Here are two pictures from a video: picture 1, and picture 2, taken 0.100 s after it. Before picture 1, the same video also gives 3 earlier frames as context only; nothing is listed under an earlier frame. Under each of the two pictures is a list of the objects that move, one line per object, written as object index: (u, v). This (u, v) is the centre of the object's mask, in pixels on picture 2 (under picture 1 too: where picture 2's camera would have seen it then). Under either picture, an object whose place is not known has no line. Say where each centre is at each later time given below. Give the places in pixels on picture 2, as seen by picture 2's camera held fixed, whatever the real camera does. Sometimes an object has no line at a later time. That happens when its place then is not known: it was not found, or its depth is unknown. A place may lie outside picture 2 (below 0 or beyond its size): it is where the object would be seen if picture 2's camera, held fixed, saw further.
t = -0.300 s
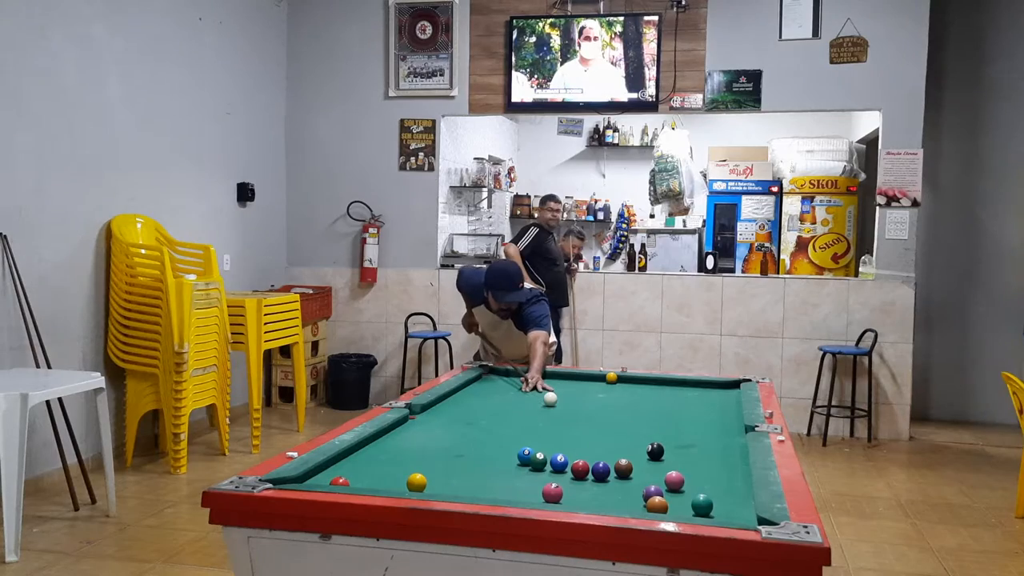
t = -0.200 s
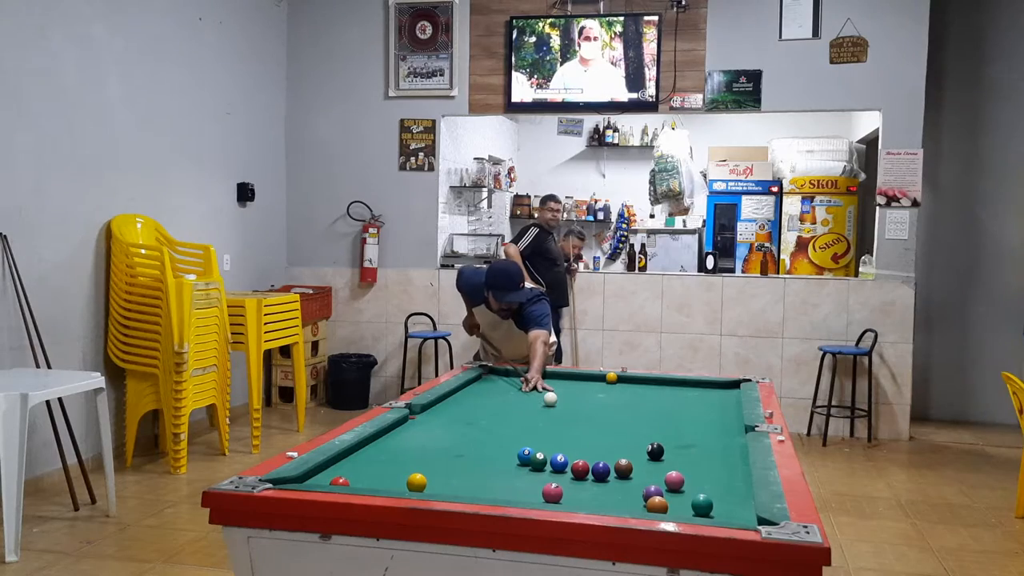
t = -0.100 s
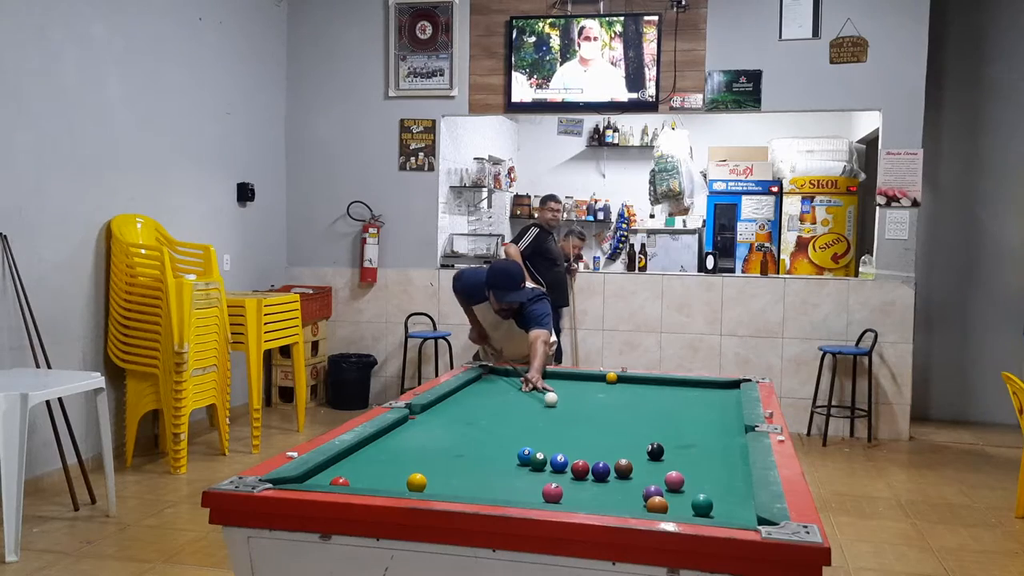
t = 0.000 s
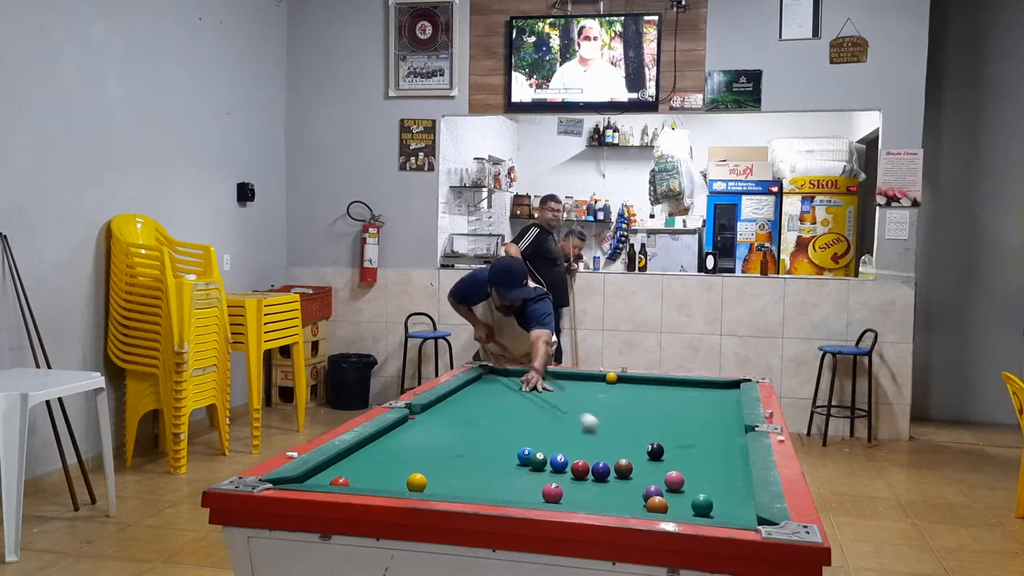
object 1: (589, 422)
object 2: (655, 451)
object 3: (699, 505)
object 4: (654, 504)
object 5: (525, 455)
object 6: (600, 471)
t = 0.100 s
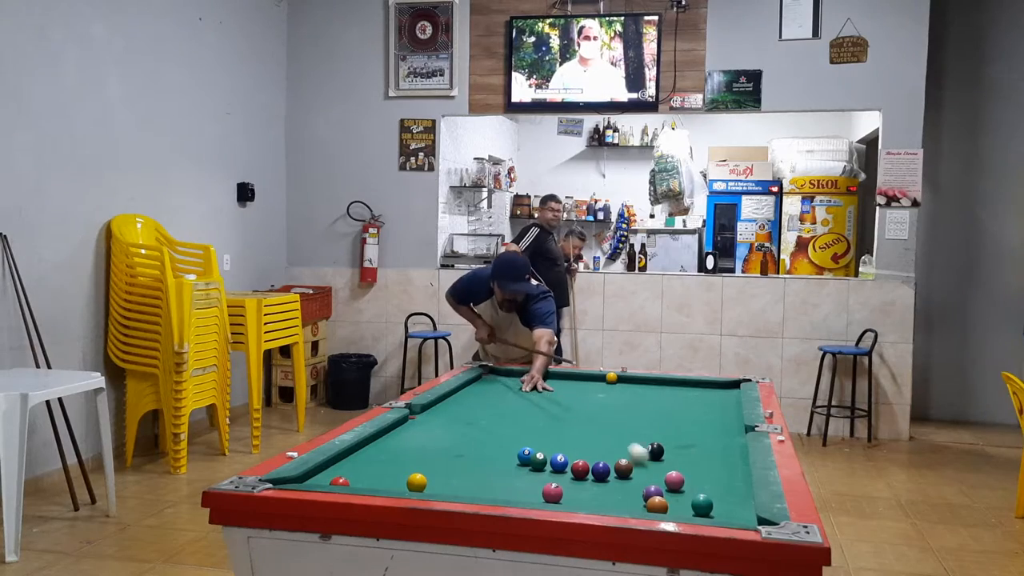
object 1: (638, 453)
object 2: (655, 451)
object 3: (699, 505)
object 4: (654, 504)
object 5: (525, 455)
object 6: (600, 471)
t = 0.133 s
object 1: (655, 467)
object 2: (655, 449)
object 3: (699, 505)
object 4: (654, 504)
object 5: (525, 455)
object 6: (600, 471)
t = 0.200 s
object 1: (682, 475)
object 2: (655, 451)
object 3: (707, 508)
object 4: (654, 504)
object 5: (525, 455)
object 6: (600, 471)
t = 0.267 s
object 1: (704, 485)
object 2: (655, 451)
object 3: (734, 514)
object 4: (654, 504)
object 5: (525, 455)
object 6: (600, 471)
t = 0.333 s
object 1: (727, 493)
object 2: (655, 451)
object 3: (686, 502)
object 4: (654, 504)
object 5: (525, 455)
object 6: (600, 471)
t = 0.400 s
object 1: (736, 501)
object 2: (655, 451)
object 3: (670, 491)
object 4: (648, 506)
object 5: (525, 455)
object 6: (600, 471)
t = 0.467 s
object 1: (719, 505)
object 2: (655, 451)
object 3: (655, 480)
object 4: (645, 508)
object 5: (525, 455)
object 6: (600, 471)
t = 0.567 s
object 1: (696, 508)
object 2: (655, 451)
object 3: (644, 469)
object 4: (639, 505)
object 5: (525, 455)
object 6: (599, 470)
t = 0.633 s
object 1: (680, 510)
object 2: (656, 450)
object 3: (647, 463)
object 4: (636, 503)
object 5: (525, 455)
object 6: (601, 467)
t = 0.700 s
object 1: (667, 506)
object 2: (657, 449)
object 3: (649, 458)
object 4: (633, 501)
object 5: (525, 455)
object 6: (602, 470)
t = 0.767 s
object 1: (654, 503)
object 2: (659, 449)
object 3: (647, 455)
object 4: (629, 499)
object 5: (525, 455)
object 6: (600, 471)
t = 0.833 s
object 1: (644, 500)
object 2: (662, 447)
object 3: (643, 453)
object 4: (624, 496)
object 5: (525, 455)
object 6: (600, 471)
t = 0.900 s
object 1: (638, 496)
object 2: (666, 445)
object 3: (639, 452)
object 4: (615, 492)
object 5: (524, 455)
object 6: (600, 471)
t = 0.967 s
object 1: (633, 493)
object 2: (671, 443)
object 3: (635, 450)
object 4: (606, 488)
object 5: (521, 456)
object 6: (600, 470)
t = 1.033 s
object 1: (628, 490)
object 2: (674, 441)
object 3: (632, 449)
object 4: (598, 484)
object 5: (518, 456)
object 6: (601, 469)
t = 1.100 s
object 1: (623, 486)
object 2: (678, 439)
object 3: (628, 447)
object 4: (590, 480)
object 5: (514, 457)
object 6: (601, 470)
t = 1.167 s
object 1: (618, 483)
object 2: (682, 437)
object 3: (624, 446)
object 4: (583, 477)
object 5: (511, 457)
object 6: (601, 471)
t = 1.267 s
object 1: (612, 479)
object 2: (687, 434)
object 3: (619, 444)
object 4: (572, 472)
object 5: (506, 458)
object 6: (599, 470)
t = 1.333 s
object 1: (607, 476)
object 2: (690, 432)
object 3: (616, 443)
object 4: (565, 469)
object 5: (503, 458)
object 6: (597, 468)
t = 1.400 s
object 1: (604, 475)
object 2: (694, 430)
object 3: (613, 441)
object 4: (559, 467)
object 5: (500, 457)
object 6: (595, 466)
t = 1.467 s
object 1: (602, 474)
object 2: (697, 429)
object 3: (610, 440)
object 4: (555, 466)
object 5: (497, 456)
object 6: (593, 465)
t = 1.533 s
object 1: (601, 474)
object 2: (700, 427)
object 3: (607, 439)
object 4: (551, 466)
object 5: (495, 456)
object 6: (591, 464)
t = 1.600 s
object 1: (599, 473)
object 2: (703, 426)
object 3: (604, 438)
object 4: (547, 465)
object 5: (494, 455)
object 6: (589, 462)
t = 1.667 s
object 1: (597, 472)
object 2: (706, 424)
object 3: (602, 437)
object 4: (544, 465)
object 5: (493, 457)
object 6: (587, 461)
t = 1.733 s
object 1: (595, 471)
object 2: (709, 423)
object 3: (599, 437)
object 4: (540, 464)
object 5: (491, 458)
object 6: (585, 460)
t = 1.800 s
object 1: (593, 471)
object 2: (711, 421)
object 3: (597, 436)
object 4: (537, 464)
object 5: (489, 460)
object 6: (583, 459)
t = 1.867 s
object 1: (592, 470)
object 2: (714, 420)
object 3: (594, 435)
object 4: (535, 464)
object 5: (486, 460)
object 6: (582, 457)
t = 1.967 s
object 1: (590, 470)
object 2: (718, 418)
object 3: (591, 434)
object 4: (533, 464)
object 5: (484, 460)
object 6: (579, 456)
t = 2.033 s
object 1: (588, 469)
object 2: (720, 417)
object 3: (589, 433)
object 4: (531, 463)
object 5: (483, 460)
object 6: (578, 456)
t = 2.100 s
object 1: (588, 470)
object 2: (722, 416)
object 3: (586, 432)
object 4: (530, 463)
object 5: (481, 460)
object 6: (577, 455)
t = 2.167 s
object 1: (587, 469)
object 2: (724, 414)
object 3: (584, 432)
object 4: (529, 463)
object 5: (480, 461)
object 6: (577, 456)
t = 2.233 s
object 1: (586, 469)
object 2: (726, 413)
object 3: (582, 431)
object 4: (528, 463)
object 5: (480, 461)
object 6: (576, 456)
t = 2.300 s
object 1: (585, 469)
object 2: (727, 412)
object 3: (580, 430)
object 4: (528, 463)
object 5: (479, 461)
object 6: (575, 455)
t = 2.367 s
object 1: (584, 468)
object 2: (729, 411)
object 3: (578, 430)
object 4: (527, 464)
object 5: (479, 461)
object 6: (575, 455)
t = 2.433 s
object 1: (584, 469)
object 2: (731, 410)
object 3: (577, 430)
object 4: (527, 464)
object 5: (478, 461)
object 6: (574, 455)
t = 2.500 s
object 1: (583, 469)
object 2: (732, 409)
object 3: (575, 429)
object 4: (526, 464)
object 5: (478, 461)
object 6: (574, 454)
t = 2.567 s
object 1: (583, 468)
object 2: (733, 408)
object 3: (573, 429)
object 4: (526, 464)
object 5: (478, 461)
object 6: (574, 454)
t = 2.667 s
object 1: (583, 468)
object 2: (734, 407)
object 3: (572, 428)
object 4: (526, 464)
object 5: (478, 461)
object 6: (574, 455)
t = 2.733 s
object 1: (583, 468)
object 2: (733, 406)
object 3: (570, 428)
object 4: (526, 464)
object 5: (478, 461)
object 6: (574, 455)
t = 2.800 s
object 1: (583, 469)
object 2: (732, 405)
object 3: (569, 428)
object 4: (526, 464)
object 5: (478, 461)
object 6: (574, 455)
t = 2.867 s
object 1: (583, 469)
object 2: (732, 405)
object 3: (568, 427)
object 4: (526, 464)
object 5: (478, 461)
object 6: (574, 455)
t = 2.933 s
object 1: (583, 469)
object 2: (731, 404)
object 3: (568, 427)
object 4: (526, 464)
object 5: (478, 461)
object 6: (574, 455)
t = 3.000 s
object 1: (583, 469)
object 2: (730, 403)
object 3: (567, 427)
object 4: (526, 464)
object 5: (478, 461)
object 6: (574, 455)
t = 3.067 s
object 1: (583, 468)
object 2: (729, 402)
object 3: (567, 427)
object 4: (526, 464)
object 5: (478, 461)
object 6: (574, 455)
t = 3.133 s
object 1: (583, 469)
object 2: (729, 402)
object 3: (566, 427)
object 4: (526, 464)
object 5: (478, 461)
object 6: (574, 455)
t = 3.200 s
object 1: (583, 469)
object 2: (728, 401)
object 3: (566, 427)
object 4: (526, 464)
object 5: (478, 461)
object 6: (574, 455)
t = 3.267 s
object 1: (583, 469)
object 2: (727, 400)
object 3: (566, 427)
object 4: (526, 464)
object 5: (478, 461)
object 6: (574, 455)
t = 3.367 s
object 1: (583, 468)
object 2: (726, 400)
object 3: (566, 427)
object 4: (526, 464)
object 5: (478, 461)
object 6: (574, 455)
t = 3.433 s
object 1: (583, 469)
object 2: (726, 399)
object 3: (566, 427)
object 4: (526, 464)
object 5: (478, 461)
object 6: (574, 455)
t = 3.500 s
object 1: (583, 469)
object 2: (725, 399)
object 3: (566, 427)
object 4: (526, 464)
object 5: (478, 461)
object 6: (574, 455)
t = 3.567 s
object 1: (583, 469)
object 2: (725, 398)
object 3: (566, 427)
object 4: (526, 464)
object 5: (478, 461)
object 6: (574, 455)
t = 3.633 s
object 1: (583, 468)
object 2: (724, 398)
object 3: (566, 427)
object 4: (526, 464)
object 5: (478, 461)
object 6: (574, 455)
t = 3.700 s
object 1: (583, 468)
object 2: (724, 397)
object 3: (566, 427)
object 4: (526, 464)
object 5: (478, 461)
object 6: (574, 455)
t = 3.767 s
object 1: (583, 469)
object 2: (723, 397)
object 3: (566, 427)
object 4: (526, 464)
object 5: (478, 461)
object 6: (574, 455)
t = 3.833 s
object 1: (583, 468)
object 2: (723, 397)
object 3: (566, 427)
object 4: (526, 464)
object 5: (478, 461)
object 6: (574, 455)
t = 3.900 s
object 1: (583, 468)
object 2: (723, 396)
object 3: (566, 427)
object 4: (526, 464)
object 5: (478, 461)
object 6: (574, 455)
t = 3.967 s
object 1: (583, 468)
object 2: (722, 396)
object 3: (566, 427)
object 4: (526, 464)
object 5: (478, 461)
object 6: (574, 455)
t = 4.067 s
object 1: (583, 468)
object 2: (722, 396)
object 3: (566, 427)
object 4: (526, 464)
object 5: (478, 461)
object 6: (574, 455)
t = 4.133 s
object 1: (583, 469)
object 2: (722, 395)
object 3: (566, 427)
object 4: (526, 464)
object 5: (478, 461)
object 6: (574, 455)
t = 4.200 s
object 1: (583, 468)
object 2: (721, 395)
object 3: (566, 427)
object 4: (526, 464)
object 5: (478, 461)
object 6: (574, 455)
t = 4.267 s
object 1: (583, 469)
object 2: (721, 395)
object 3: (566, 427)
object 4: (526, 464)
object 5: (478, 461)
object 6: (574, 455)
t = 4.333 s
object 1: (583, 469)
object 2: (721, 395)
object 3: (566, 427)
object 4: (526, 464)
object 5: (478, 461)
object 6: (574, 455)
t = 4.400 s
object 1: (583, 469)
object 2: (720, 394)
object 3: (566, 427)
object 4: (526, 464)
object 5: (478, 461)
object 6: (574, 455)
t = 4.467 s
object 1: (583, 469)
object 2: (720, 394)
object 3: (566, 427)
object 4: (526, 464)
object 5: (478, 461)
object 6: (574, 455)
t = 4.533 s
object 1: (583, 468)
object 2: (719, 394)
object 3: (566, 427)
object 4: (526, 464)
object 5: (478, 461)
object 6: (574, 455)
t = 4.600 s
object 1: (583, 469)
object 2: (719, 394)
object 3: (566, 427)
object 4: (526, 464)
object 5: (478, 461)
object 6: (574, 455)
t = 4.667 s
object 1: (583, 469)
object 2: (719, 394)
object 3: (566, 427)
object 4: (526, 464)
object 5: (478, 461)
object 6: (574, 455)
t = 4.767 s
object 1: (583, 469)
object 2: (719, 394)
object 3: (566, 427)
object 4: (526, 464)
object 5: (478, 461)
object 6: (574, 455)
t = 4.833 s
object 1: (583, 469)
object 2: (719, 394)
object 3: (566, 427)
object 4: (526, 464)
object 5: (478, 461)
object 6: (574, 455)
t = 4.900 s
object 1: (583, 469)
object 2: (719, 394)
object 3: (566, 427)
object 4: (526, 464)
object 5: (478, 461)
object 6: (574, 455)
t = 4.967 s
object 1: (583, 469)
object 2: (719, 394)
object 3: (566, 427)
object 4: (526, 464)
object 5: (478, 461)
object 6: (574, 455)
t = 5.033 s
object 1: (583, 469)
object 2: (719, 394)
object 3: (566, 427)
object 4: (526, 464)
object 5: (478, 461)
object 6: (574, 455)
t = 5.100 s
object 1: (583, 469)
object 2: (719, 394)
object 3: (566, 427)
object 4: (526, 464)
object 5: (478, 461)
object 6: (574, 455)
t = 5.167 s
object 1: (583, 469)
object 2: (719, 394)
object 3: (566, 427)
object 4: (526, 464)
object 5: (478, 461)
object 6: (574, 455)
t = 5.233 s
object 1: (583, 469)
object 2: (719, 394)
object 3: (566, 427)
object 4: (526, 464)
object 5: (478, 461)
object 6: (574, 455)
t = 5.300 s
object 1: (583, 469)
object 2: (719, 394)
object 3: (566, 427)
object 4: (526, 464)
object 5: (478, 461)
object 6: (574, 455)
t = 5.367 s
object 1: (583, 469)
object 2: (719, 394)
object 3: (566, 427)
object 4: (526, 464)
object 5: (478, 461)
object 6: (574, 455)
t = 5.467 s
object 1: (583, 469)
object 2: (719, 394)
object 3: (566, 427)
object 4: (526, 464)
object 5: (478, 461)
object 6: (574, 455)
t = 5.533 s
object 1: (583, 469)
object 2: (719, 394)
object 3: (566, 427)
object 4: (526, 464)
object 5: (478, 461)
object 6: (574, 455)
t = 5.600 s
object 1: (583, 469)
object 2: (719, 394)
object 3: (566, 427)
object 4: (526, 464)
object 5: (478, 461)
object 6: (574, 455)
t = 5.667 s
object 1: (583, 469)
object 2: (719, 394)
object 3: (566, 427)
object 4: (526, 464)
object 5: (478, 461)
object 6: (574, 455)
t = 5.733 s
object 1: (583, 469)
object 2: (719, 394)
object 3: (566, 427)
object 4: (526, 464)
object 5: (478, 461)
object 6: (574, 455)
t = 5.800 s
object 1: (583, 469)
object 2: (719, 394)
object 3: (566, 427)
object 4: (526, 464)
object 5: (478, 461)
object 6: (574, 455)
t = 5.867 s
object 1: (583, 469)
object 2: (719, 394)
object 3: (566, 427)
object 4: (526, 464)
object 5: (478, 461)
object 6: (574, 455)
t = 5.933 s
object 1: (583, 469)
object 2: (719, 394)
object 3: (566, 427)
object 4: (526, 464)
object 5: (478, 461)
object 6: (574, 455)
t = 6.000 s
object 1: (583, 469)
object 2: (719, 394)
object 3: (566, 427)
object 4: (526, 464)
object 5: (478, 461)
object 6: (574, 455)
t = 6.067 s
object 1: (583, 469)
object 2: (719, 394)
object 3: (566, 427)
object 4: (526, 464)
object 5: (478, 461)
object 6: (574, 455)
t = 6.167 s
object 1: (583, 469)
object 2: (719, 394)
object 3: (566, 427)
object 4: (526, 464)
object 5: (478, 461)
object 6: (574, 455)
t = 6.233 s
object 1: (583, 468)
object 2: (719, 394)
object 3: (566, 427)
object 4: (526, 464)
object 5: (478, 461)
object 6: (574, 455)
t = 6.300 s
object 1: (583, 469)
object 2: (719, 394)
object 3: (566, 427)
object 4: (526, 464)
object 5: (478, 461)
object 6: (574, 455)
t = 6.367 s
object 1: (583, 469)
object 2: (719, 394)
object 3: (566, 427)
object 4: (526, 464)
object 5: (478, 461)
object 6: (574, 455)
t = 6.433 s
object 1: (583, 469)
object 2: (719, 394)
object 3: (566, 427)
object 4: (526, 464)
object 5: (478, 461)
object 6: (574, 455)
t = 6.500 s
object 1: (583, 469)
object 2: (719, 394)
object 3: (566, 427)
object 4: (526, 464)
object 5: (478, 461)
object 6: (574, 455)
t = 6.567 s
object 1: (583, 469)
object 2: (719, 394)
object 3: (566, 427)
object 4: (526, 464)
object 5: (478, 461)
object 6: (574, 455)
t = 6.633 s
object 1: (583, 469)
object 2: (719, 394)
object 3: (566, 427)
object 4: (526, 464)
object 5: (478, 461)
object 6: (574, 455)
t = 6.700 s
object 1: (583, 469)
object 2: (719, 394)
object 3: (566, 427)
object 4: (526, 464)
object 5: (478, 461)
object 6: (574, 455)
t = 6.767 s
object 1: (583, 469)
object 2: (719, 394)
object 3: (566, 427)
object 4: (526, 464)
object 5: (478, 461)
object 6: (574, 455)
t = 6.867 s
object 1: (583, 469)
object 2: (719, 394)
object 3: (566, 427)
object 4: (526, 464)
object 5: (478, 461)
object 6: (574, 455)
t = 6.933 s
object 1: (583, 469)
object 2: (719, 394)
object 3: (566, 427)
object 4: (526, 464)
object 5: (478, 461)
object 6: (574, 455)
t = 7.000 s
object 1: (583, 469)
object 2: (719, 394)
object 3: (566, 427)
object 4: (526, 464)
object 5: (478, 461)
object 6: (574, 455)
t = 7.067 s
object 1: (583, 469)
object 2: (719, 394)
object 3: (566, 427)
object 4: (526, 464)
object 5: (478, 461)
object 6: (574, 455)
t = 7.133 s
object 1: (583, 469)
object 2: (719, 394)
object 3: (566, 427)
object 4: (526, 464)
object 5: (478, 461)
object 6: (574, 455)
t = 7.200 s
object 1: (583, 469)
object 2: (719, 394)
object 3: (566, 427)
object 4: (526, 464)
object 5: (478, 461)
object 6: (574, 455)
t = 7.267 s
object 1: (583, 469)
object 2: (719, 394)
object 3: (566, 427)
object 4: (526, 464)
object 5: (478, 461)
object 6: (574, 455)
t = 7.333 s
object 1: (583, 469)
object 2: (719, 394)
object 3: (566, 427)
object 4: (526, 464)
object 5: (478, 461)
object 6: (574, 455)
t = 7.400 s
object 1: (583, 469)
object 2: (719, 394)
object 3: (566, 427)
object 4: (526, 464)
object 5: (478, 461)
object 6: (574, 455)
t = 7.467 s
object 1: (583, 469)
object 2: (719, 394)
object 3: (566, 427)
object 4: (526, 464)
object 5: (478, 461)
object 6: (574, 455)
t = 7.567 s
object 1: (583, 469)
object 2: (719, 394)
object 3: (566, 427)
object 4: (526, 464)
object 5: (478, 461)
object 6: (574, 455)
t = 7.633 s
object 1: (583, 469)
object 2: (718, 393)
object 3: (566, 427)
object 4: (526, 464)
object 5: (478, 461)
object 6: (574, 455)
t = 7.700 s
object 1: (583, 469)
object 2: (719, 394)
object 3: (566, 427)
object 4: (526, 464)
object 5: (478, 462)
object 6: (574, 455)
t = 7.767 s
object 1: (583, 469)
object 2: (719, 394)
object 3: (566, 427)
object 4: (526, 464)
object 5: (478, 461)
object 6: (574, 455)
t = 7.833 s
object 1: (583, 469)
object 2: (719, 394)
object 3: (566, 427)
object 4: (526, 464)
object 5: (479, 461)
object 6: (574, 455)
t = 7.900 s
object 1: (583, 469)
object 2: (719, 394)
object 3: (566, 427)
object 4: (526, 464)
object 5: (478, 461)
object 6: (574, 455)
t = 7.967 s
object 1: (583, 468)
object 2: (719, 394)
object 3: (566, 427)
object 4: (526, 464)
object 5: (478, 461)
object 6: (574, 455)
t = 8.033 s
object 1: (583, 468)
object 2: (719, 394)
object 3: (566, 427)
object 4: (526, 464)
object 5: (478, 461)
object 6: (574, 455)
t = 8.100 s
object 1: (583, 468)
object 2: (719, 394)
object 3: (566, 427)
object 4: (526, 464)
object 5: (478, 461)
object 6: (574, 455)
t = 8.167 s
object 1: (583, 469)
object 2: (719, 394)
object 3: (566, 427)
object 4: (526, 464)
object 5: (478, 461)
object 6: (574, 455)
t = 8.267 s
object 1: (583, 469)
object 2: (719, 394)
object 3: (566, 427)
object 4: (526, 464)
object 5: (478, 461)
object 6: (574, 455)
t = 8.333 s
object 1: (583, 469)
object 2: (719, 394)
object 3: (566, 427)
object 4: (526, 464)
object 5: (478, 461)
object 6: (574, 455)
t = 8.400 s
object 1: (583, 469)
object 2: (719, 394)
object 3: (566, 427)
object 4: (526, 464)
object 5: (478, 461)
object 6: (574, 455)
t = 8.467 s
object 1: (583, 469)
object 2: (719, 394)
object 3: (566, 427)
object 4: (526, 464)
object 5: (478, 461)
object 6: (574, 455)
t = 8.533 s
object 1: (583, 469)
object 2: (719, 394)
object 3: (566, 427)
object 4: (526, 464)
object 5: (478, 461)
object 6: (574, 455)
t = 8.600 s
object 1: (583, 469)
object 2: (719, 394)
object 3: (566, 427)
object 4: (526, 464)
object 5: (478, 461)
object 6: (574, 455)
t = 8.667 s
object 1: (583, 469)
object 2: (719, 394)
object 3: (566, 427)
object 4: (526, 464)
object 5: (478, 461)
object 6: (573, 455)
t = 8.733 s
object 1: (583, 468)
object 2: (718, 394)
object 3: (566, 427)
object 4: (526, 464)
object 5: (478, 461)
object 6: (574, 455)
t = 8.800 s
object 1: (583, 469)
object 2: (719, 394)
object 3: (566, 427)
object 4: (526, 464)
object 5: (478, 461)
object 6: (574, 455)
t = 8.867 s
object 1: (583, 469)
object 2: (719, 394)
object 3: (566, 427)
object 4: (526, 464)
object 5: (478, 461)
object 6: (574, 455)
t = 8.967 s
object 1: (583, 469)
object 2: (719, 394)
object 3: (566, 427)
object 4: (526, 464)
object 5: (478, 461)
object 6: (574, 455)
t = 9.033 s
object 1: (583, 469)
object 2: (719, 394)
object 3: (566, 427)
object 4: (526, 464)
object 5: (478, 461)
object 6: (574, 455)
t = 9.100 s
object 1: (583, 469)
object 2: (719, 394)
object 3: (566, 427)
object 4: (526, 464)
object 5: (478, 461)
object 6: (574, 455)
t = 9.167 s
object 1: (583, 469)
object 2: (719, 394)
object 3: (566, 427)
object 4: (526, 464)
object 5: (478, 461)
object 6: (574, 455)
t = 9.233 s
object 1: (583, 469)
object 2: (719, 394)
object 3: (566, 427)
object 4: (526, 464)
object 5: (478, 461)
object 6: (574, 455)
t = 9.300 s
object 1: (583, 469)
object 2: (719, 394)
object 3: (566, 427)
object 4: (526, 464)
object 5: (478, 461)
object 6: (574, 455)
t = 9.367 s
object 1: (583, 469)
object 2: (719, 394)
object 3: (566, 427)
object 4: (526, 464)
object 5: (478, 461)
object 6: (574, 455)
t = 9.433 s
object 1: (583, 469)
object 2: (719, 394)
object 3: (566, 427)
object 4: (526, 464)
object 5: (478, 461)
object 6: (574, 455)
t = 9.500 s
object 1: (583, 469)
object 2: (719, 394)
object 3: (566, 427)
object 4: (526, 464)
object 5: (478, 461)
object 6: (574, 455)
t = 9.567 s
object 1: (583, 469)
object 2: (719, 394)
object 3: (566, 427)
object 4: (526, 464)
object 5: (478, 461)
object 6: (574, 455)
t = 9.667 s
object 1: (583, 469)
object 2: (719, 394)
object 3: (566, 427)
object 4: (526, 464)
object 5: (478, 461)
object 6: (574, 455)
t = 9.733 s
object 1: (583, 469)
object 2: (719, 394)
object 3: (566, 427)
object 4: (526, 464)
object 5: (478, 461)
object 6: (574, 455)
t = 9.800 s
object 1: (583, 469)
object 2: (719, 394)
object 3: (566, 427)
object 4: (526, 464)
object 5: (478, 461)
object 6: (574, 455)
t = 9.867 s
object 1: (583, 468)
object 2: (719, 394)
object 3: (566, 427)
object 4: (526, 464)
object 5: (478, 461)
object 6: (574, 455)
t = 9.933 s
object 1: (583, 469)
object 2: (719, 394)
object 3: (566, 427)
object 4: (526, 464)
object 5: (478, 461)
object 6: (574, 455)
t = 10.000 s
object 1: (583, 469)
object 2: (719, 394)
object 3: (566, 427)
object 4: (526, 464)
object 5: (478, 461)
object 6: (574, 455)
